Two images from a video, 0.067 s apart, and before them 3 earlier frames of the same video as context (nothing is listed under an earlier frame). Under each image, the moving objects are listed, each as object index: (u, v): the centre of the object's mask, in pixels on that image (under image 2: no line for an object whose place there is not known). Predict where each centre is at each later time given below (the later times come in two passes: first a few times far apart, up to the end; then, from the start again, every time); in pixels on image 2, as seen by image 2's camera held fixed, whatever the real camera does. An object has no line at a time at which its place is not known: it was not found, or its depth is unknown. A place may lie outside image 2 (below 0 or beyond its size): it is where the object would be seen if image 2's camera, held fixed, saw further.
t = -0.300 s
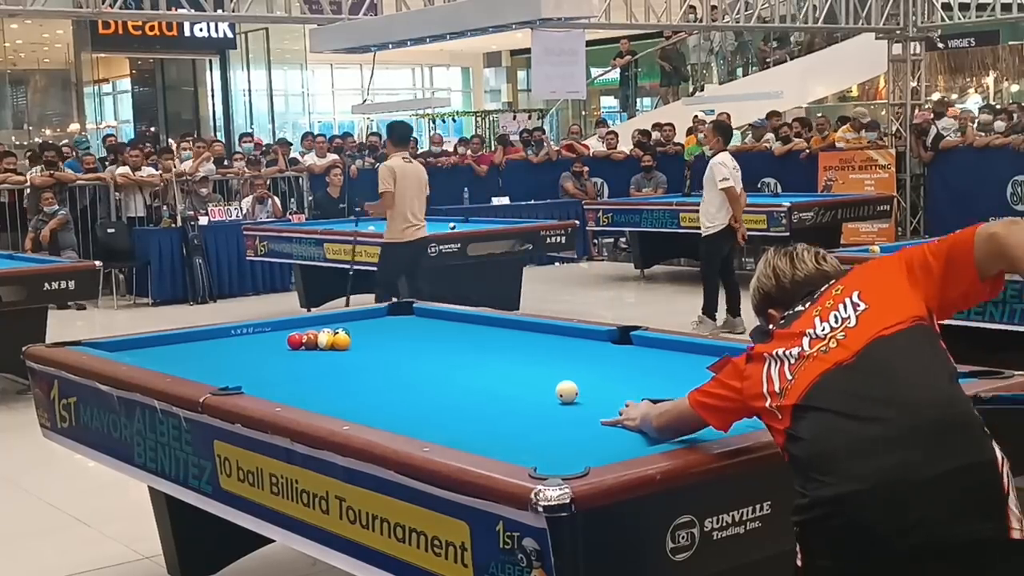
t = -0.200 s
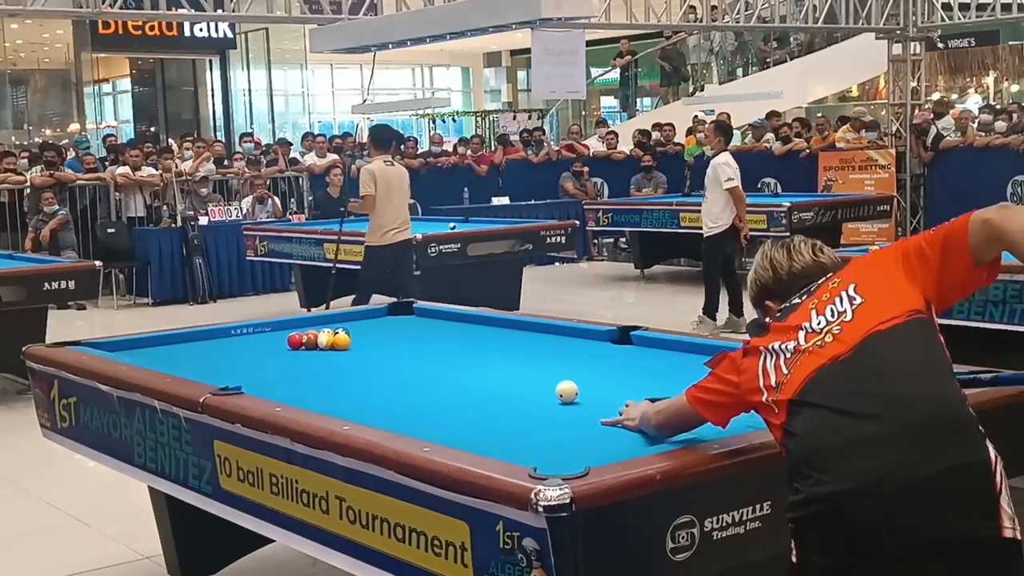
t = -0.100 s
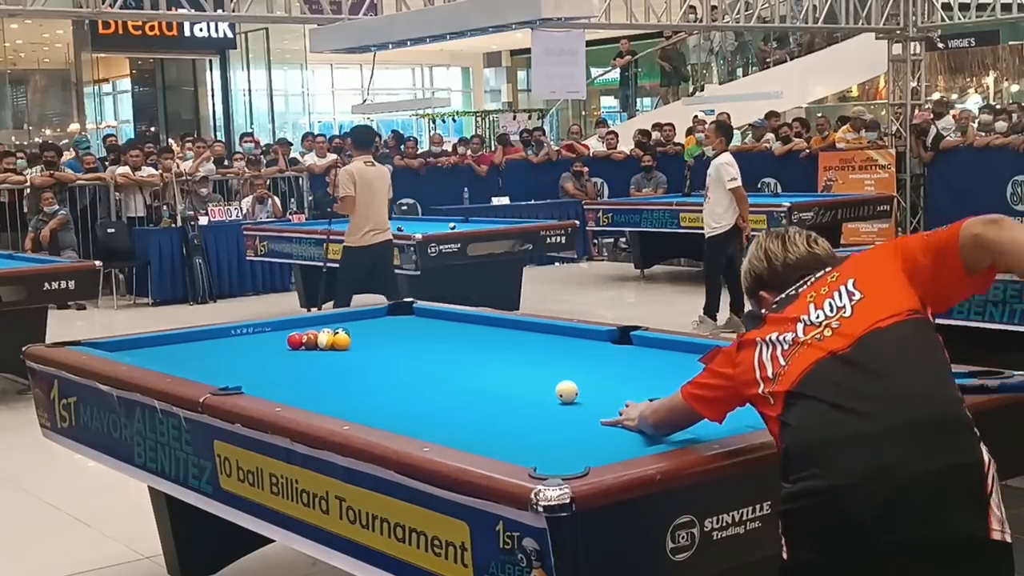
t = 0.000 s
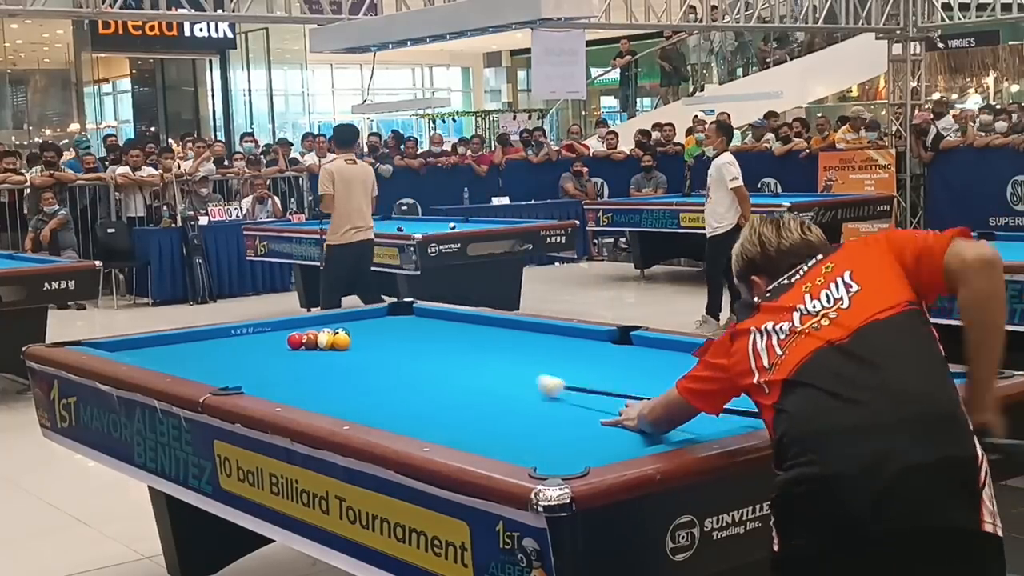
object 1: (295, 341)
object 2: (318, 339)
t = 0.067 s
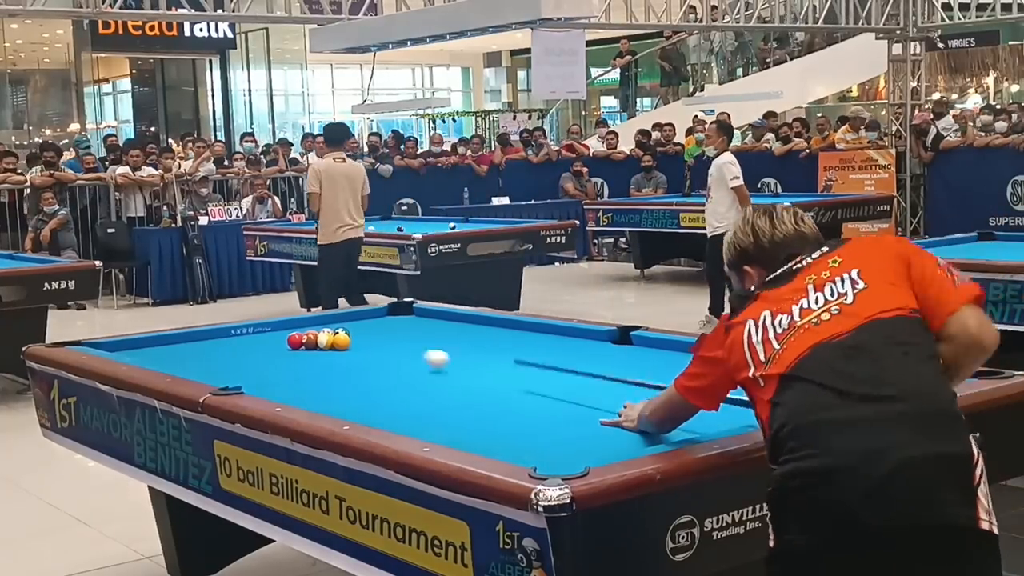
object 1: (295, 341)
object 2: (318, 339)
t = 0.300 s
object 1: (157, 341)
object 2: (321, 345)
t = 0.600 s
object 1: (170, 363)
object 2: (315, 352)
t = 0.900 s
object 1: (279, 375)
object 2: (309, 358)
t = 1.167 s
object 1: (388, 384)
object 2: (303, 364)
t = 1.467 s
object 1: (523, 396)
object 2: (297, 371)
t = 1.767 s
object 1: (678, 410)
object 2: (291, 377)
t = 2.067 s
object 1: (772, 406)
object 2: (285, 384)
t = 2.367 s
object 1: (764, 383)
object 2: (279, 388)
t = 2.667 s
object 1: (778, 363)
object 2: (283, 390)
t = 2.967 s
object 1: (720, 360)
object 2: (299, 393)
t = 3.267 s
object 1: (647, 362)
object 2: (314, 394)
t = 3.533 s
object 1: (584, 364)
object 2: (324, 395)
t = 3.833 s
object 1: (518, 365)
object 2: (334, 396)
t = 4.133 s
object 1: (455, 367)
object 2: (341, 396)
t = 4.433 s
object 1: (396, 368)
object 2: (346, 396)
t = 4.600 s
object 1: (363, 369)
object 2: (347, 395)
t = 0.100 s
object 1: (295, 341)
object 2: (318, 339)
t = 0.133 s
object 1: (295, 341)
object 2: (318, 340)
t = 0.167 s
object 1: (261, 340)
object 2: (322, 340)
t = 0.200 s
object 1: (226, 340)
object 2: (323, 341)
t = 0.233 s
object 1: (194, 339)
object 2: (323, 343)
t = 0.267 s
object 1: (163, 339)
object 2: (323, 344)
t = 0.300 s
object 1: (157, 341)
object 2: (321, 345)
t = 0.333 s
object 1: (158, 344)
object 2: (321, 346)
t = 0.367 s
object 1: (157, 347)
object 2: (321, 346)
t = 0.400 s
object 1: (157, 350)
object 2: (320, 347)
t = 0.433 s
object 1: (157, 353)
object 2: (319, 348)
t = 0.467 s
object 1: (157, 355)
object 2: (318, 349)
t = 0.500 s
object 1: (157, 357)
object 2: (317, 349)
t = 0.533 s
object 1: (157, 359)
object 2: (317, 350)
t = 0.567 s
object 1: (157, 360)
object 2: (316, 351)
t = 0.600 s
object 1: (170, 363)
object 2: (315, 352)
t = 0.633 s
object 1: (182, 364)
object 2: (315, 352)
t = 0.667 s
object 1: (193, 366)
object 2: (314, 353)
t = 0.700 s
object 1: (205, 368)
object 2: (313, 354)
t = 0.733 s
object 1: (217, 369)
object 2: (312, 354)
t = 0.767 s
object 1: (229, 371)
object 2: (312, 355)
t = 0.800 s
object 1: (241, 372)
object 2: (311, 356)
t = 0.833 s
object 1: (254, 373)
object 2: (310, 357)
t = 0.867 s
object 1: (267, 374)
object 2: (310, 357)
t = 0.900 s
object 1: (279, 375)
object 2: (309, 358)
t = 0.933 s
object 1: (292, 376)
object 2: (309, 359)
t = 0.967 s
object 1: (306, 377)
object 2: (308, 359)
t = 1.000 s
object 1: (319, 378)
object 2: (307, 360)
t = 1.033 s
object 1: (332, 379)
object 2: (306, 361)
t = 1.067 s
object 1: (346, 381)
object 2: (306, 362)
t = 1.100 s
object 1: (360, 382)
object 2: (305, 363)
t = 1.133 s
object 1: (374, 383)
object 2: (304, 363)
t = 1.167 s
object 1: (388, 384)
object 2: (303, 364)
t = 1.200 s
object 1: (402, 386)
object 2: (303, 365)
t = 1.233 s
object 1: (417, 386)
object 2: (302, 365)
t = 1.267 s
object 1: (431, 388)
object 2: (301, 366)
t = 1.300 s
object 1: (445, 389)
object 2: (301, 367)
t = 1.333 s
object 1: (461, 390)
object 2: (300, 368)
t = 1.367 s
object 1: (476, 392)
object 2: (299, 368)
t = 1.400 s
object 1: (491, 393)
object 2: (298, 369)
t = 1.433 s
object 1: (507, 395)
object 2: (298, 370)
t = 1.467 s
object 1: (523, 396)
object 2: (297, 371)
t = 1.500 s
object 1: (539, 398)
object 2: (297, 371)
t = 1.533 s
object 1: (555, 399)
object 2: (296, 372)
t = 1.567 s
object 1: (572, 401)
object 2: (296, 373)
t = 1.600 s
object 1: (589, 402)
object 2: (295, 374)
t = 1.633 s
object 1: (606, 404)
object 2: (294, 375)
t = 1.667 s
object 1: (623, 405)
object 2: (293, 375)
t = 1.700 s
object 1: (641, 407)
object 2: (293, 376)
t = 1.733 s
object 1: (659, 404)
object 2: (292, 377)
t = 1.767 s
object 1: (678, 410)
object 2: (291, 377)
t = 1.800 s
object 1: (696, 411)
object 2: (291, 378)
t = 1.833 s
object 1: (715, 413)
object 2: (290, 378)
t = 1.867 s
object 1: (734, 414)
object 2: (290, 379)
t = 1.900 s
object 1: (753, 414)
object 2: (289, 380)
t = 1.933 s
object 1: (772, 413)
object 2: (288, 381)
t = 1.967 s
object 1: (779, 412)
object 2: (288, 382)
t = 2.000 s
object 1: (775, 411)
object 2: (287, 383)
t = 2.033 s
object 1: (773, 409)
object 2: (286, 383)
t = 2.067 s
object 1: (772, 406)
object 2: (285, 384)
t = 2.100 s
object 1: (770, 404)
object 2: (285, 384)
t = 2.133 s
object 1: (769, 401)
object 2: (284, 385)
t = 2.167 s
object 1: (769, 398)
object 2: (284, 385)
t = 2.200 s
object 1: (768, 396)
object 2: (283, 386)
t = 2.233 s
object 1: (767, 393)
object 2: (282, 386)
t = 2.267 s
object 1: (766, 390)
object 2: (281, 387)
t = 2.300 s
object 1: (766, 388)
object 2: (280, 387)
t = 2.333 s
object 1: (765, 385)
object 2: (280, 387)
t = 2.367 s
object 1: (764, 383)
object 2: (279, 388)
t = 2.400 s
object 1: (763, 381)
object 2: (278, 388)
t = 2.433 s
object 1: (763, 378)
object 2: (277, 389)
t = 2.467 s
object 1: (762, 376)
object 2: (277, 389)
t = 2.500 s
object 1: (766, 374)
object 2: (276, 389)
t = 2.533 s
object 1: (768, 371)
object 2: (275, 390)
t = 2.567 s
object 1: (771, 369)
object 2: (277, 390)
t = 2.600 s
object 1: (774, 367)
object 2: (279, 390)
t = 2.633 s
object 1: (776, 365)
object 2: (281, 390)
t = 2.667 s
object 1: (778, 363)
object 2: (283, 390)
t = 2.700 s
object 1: (781, 361)
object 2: (285, 391)
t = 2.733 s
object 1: (783, 359)
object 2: (286, 391)
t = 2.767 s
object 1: (772, 359)
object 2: (288, 391)
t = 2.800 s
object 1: (763, 359)
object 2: (290, 391)
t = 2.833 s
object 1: (754, 360)
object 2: (293, 392)
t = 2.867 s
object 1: (745, 360)
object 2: (295, 392)
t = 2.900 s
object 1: (737, 360)
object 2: (296, 392)
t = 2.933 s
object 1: (728, 360)
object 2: (298, 392)
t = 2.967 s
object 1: (720, 360)
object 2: (299, 393)
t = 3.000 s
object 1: (712, 361)
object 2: (301, 393)
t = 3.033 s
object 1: (703, 361)
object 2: (302, 393)
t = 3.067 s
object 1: (695, 361)
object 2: (304, 393)
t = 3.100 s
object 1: (687, 361)
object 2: (306, 393)
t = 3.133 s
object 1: (679, 361)
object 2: (307, 394)
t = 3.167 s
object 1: (671, 362)
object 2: (309, 394)
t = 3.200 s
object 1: (663, 362)
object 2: (310, 394)
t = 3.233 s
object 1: (654, 362)
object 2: (312, 394)
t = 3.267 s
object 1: (647, 362)
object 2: (314, 394)
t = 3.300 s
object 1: (640, 360)
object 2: (315, 394)
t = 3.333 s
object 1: (632, 358)
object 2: (317, 394)
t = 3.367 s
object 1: (621, 361)
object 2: (318, 394)
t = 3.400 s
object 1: (615, 363)
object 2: (320, 395)
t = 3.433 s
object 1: (608, 363)
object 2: (321, 395)
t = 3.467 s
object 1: (600, 363)
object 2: (322, 395)
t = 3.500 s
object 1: (592, 363)
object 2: (323, 395)
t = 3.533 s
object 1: (584, 364)
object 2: (324, 395)
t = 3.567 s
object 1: (577, 364)
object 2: (326, 395)
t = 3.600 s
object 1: (569, 364)
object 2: (326, 395)
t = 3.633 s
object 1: (562, 364)
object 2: (327, 395)
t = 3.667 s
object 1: (554, 364)
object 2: (329, 395)
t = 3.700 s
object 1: (547, 365)
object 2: (330, 395)
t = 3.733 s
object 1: (539, 364)
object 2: (331, 396)
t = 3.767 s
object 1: (532, 365)
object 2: (332, 396)
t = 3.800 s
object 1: (525, 365)
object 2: (333, 396)
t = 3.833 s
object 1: (518, 365)
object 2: (334, 396)
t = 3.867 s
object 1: (511, 365)
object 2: (335, 396)
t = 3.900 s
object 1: (503, 366)
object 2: (336, 396)
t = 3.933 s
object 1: (497, 365)
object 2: (337, 396)
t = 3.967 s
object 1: (489, 366)
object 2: (337, 396)
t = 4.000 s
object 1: (482, 366)
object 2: (338, 396)
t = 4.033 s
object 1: (475, 366)
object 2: (339, 396)
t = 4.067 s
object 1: (469, 366)
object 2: (339, 396)
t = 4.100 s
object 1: (462, 367)
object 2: (340, 395)
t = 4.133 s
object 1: (455, 367)
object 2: (341, 396)
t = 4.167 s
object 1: (448, 367)
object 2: (342, 396)
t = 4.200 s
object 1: (441, 367)
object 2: (342, 395)
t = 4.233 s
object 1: (435, 367)
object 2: (343, 396)
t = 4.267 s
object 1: (428, 368)
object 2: (343, 396)
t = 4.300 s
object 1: (421, 368)
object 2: (344, 396)
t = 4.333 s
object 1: (415, 368)
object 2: (345, 396)
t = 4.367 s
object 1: (408, 368)
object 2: (345, 396)
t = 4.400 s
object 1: (402, 368)
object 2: (345, 396)
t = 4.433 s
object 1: (396, 368)
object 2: (346, 396)
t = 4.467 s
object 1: (390, 367)
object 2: (346, 396)
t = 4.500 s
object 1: (382, 366)
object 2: (346, 396)
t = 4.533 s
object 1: (375, 367)
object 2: (346, 395)
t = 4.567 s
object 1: (369, 368)
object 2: (347, 395)
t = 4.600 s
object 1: (363, 369)
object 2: (347, 395)
